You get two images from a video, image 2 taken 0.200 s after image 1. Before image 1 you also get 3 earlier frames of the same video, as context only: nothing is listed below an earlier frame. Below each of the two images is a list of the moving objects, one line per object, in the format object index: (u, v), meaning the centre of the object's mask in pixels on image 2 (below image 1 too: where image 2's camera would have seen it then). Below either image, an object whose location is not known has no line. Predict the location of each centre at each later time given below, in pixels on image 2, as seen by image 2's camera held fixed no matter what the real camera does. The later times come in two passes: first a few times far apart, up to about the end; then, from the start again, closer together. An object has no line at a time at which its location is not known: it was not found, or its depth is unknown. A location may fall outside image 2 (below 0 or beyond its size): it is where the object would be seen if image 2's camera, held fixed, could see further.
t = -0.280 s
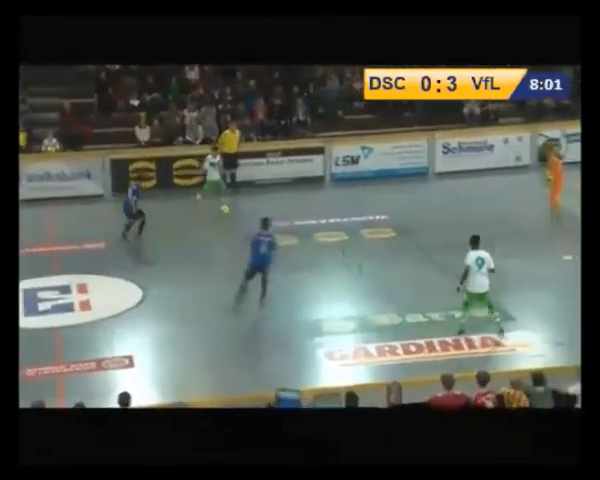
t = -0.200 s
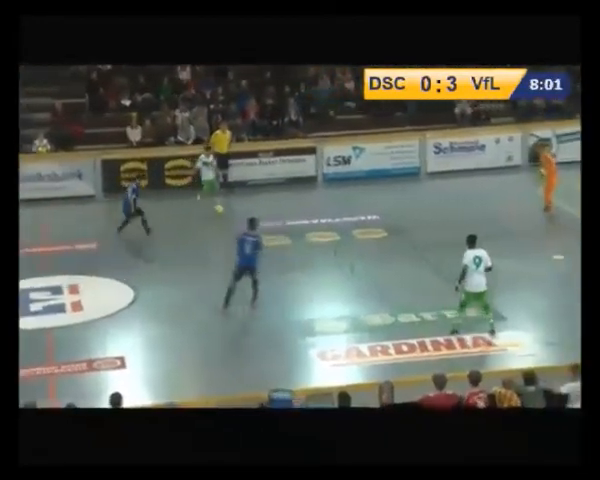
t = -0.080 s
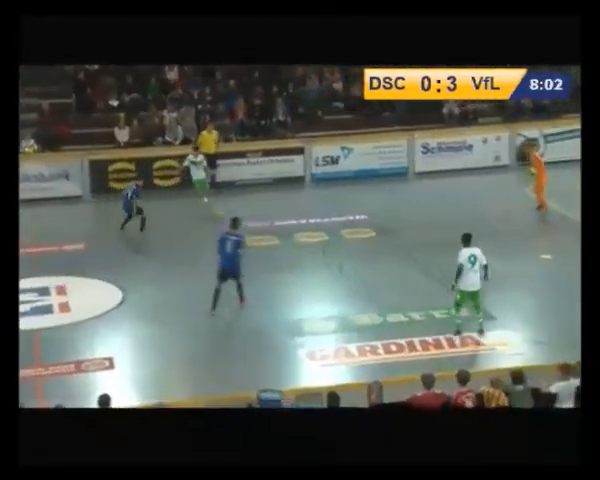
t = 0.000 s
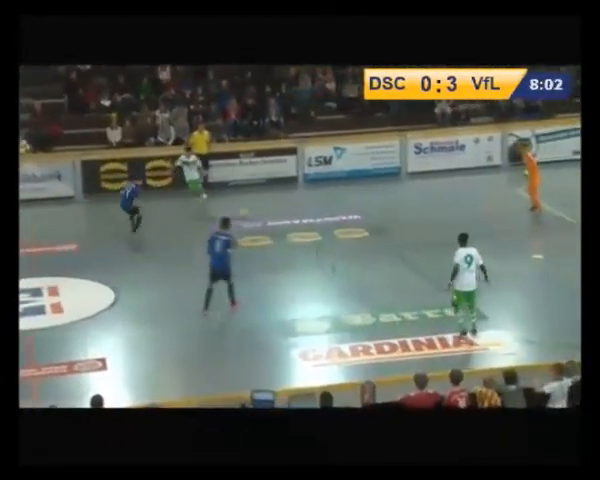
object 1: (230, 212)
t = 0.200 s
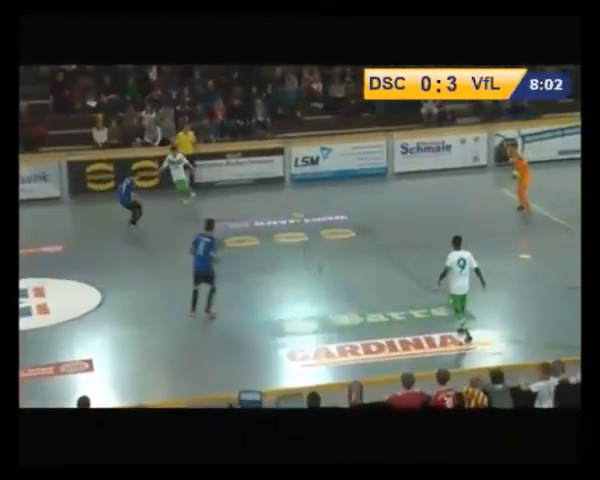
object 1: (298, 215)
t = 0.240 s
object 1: (310, 215)
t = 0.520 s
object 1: (387, 218)
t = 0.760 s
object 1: (450, 218)
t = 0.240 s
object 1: (310, 215)
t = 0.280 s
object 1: (320, 216)
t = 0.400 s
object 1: (356, 217)
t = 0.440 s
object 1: (366, 217)
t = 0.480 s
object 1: (378, 217)
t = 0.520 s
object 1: (387, 218)
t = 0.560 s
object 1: (399, 217)
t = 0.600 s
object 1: (409, 217)
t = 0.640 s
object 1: (419, 218)
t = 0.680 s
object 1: (429, 218)
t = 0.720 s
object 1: (440, 217)
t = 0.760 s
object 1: (450, 218)
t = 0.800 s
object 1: (460, 219)
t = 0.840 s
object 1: (471, 219)
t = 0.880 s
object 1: (481, 218)
